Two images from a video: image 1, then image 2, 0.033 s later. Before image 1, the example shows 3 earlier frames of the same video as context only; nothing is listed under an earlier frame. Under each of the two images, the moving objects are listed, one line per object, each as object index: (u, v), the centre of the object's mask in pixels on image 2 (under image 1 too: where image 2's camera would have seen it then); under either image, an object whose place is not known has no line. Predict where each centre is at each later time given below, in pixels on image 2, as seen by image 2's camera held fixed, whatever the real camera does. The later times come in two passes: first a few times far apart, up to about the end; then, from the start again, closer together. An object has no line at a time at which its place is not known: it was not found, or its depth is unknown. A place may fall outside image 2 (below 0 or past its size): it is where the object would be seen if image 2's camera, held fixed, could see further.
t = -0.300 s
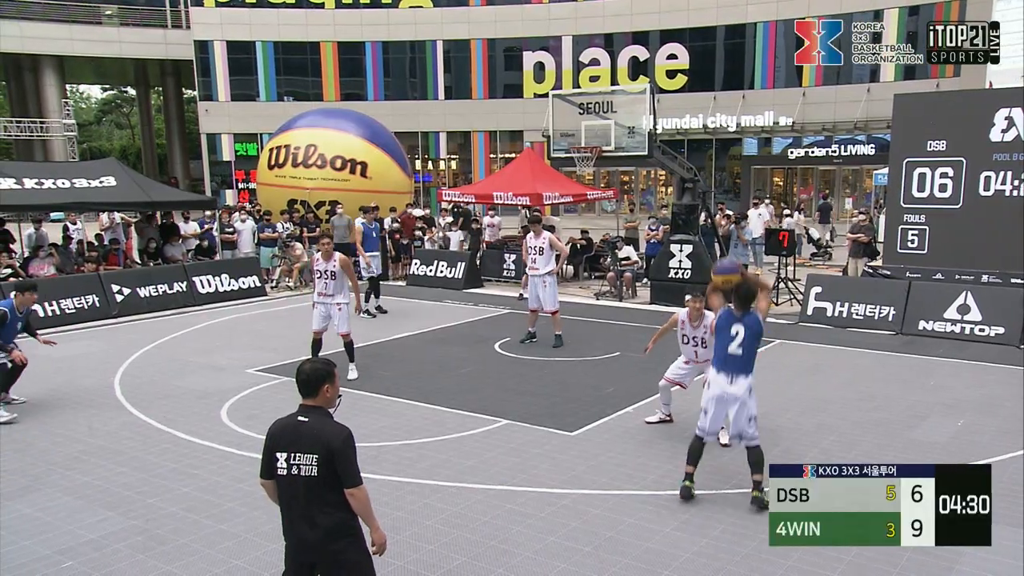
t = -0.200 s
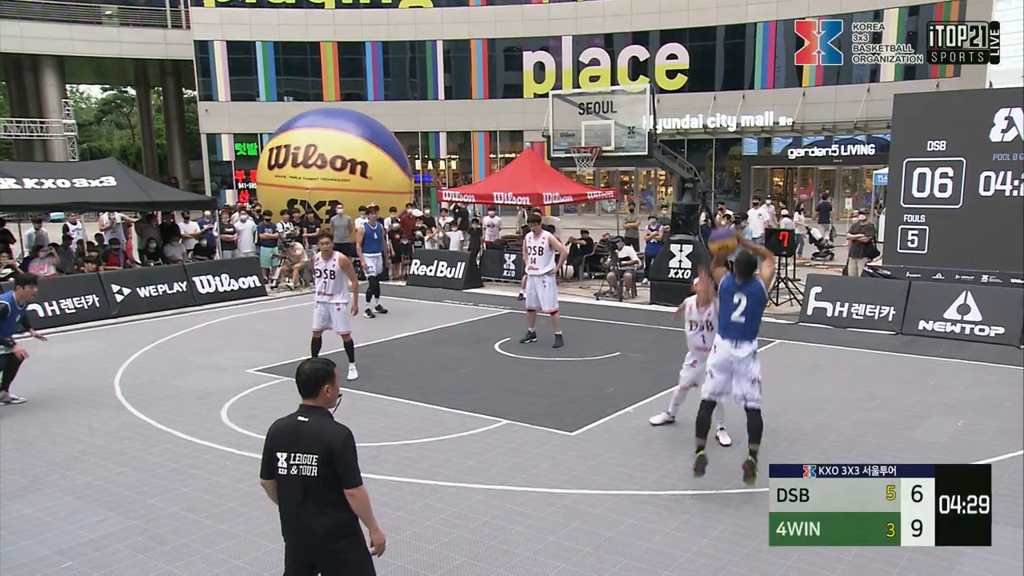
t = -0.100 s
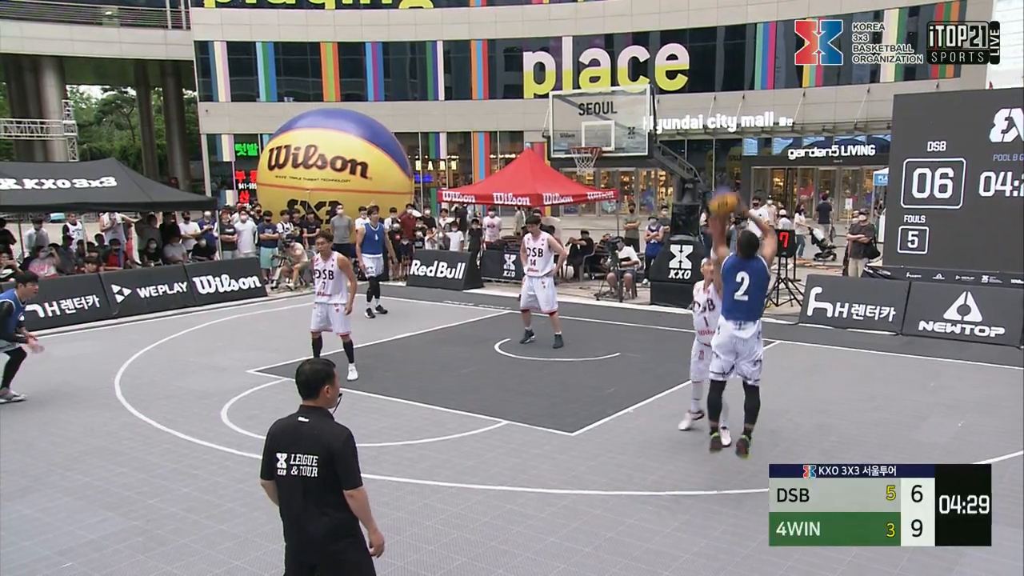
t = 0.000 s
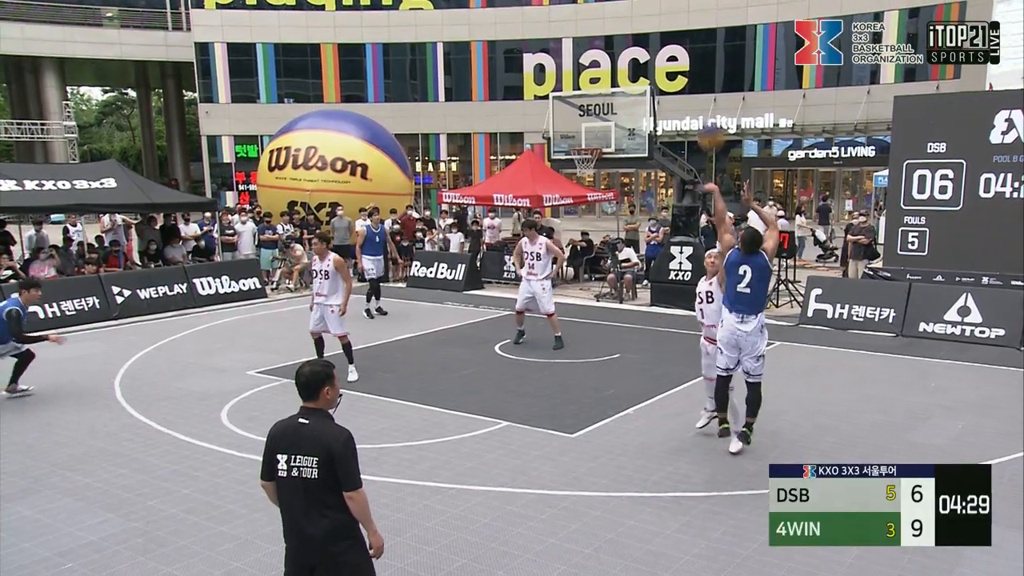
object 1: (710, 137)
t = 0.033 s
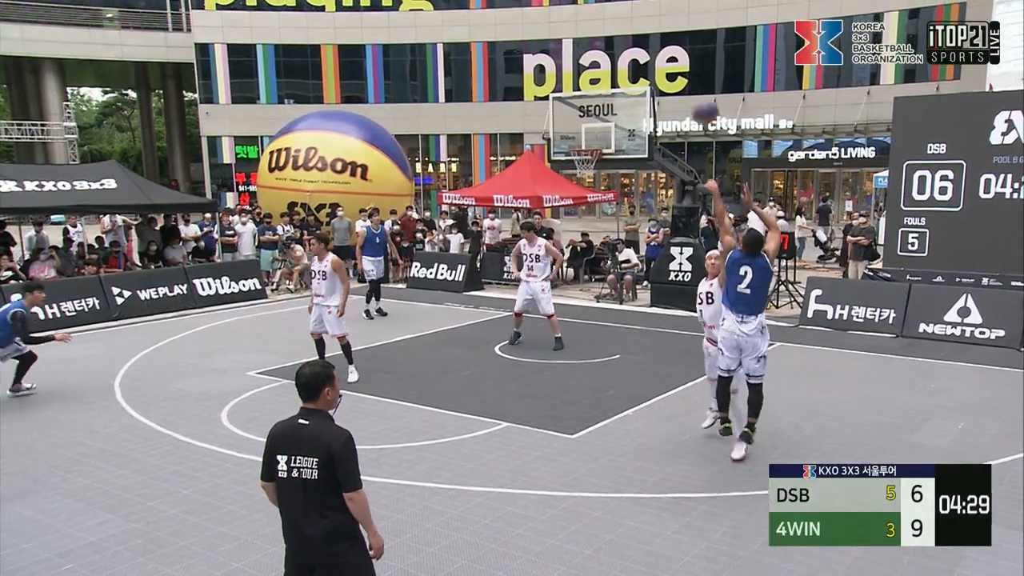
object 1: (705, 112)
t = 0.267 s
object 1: (673, 18)
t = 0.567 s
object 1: (641, -4)
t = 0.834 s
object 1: (621, 31)
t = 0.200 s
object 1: (682, 36)
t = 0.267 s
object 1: (673, 18)
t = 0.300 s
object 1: (669, 11)
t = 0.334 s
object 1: (666, 5)
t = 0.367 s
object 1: (662, 0)
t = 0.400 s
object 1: (658, -3)
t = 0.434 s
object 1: (655, -5)
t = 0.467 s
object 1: (651, -7)
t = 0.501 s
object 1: (648, -6)
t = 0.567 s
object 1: (641, -4)
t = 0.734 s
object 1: (627, 13)
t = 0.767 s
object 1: (625, 18)
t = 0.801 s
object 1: (622, 24)
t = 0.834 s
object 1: (621, 31)
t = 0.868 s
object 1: (618, 38)
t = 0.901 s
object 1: (615, 46)
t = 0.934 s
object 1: (613, 53)
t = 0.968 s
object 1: (611, 63)
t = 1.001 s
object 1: (609, 72)
